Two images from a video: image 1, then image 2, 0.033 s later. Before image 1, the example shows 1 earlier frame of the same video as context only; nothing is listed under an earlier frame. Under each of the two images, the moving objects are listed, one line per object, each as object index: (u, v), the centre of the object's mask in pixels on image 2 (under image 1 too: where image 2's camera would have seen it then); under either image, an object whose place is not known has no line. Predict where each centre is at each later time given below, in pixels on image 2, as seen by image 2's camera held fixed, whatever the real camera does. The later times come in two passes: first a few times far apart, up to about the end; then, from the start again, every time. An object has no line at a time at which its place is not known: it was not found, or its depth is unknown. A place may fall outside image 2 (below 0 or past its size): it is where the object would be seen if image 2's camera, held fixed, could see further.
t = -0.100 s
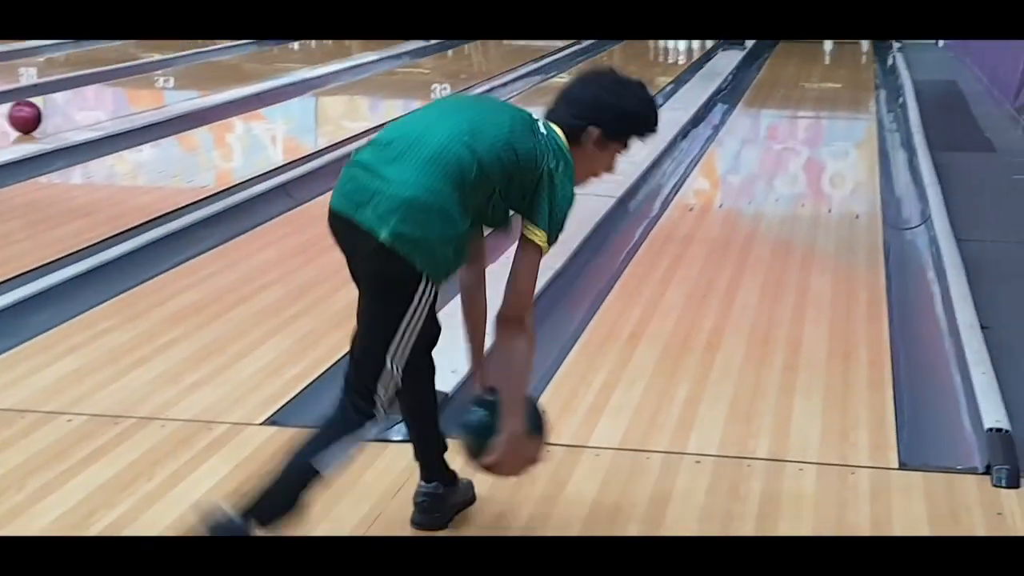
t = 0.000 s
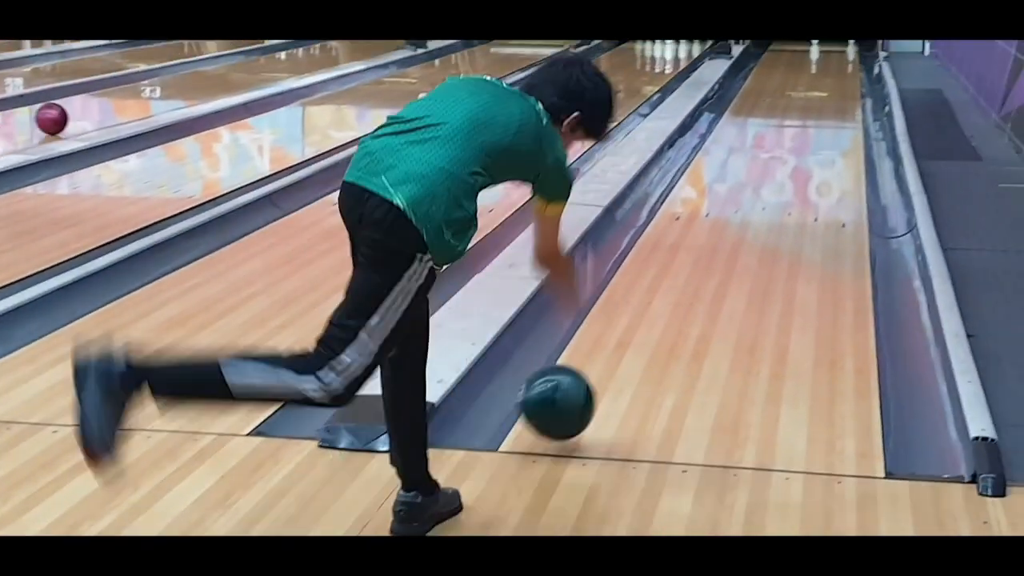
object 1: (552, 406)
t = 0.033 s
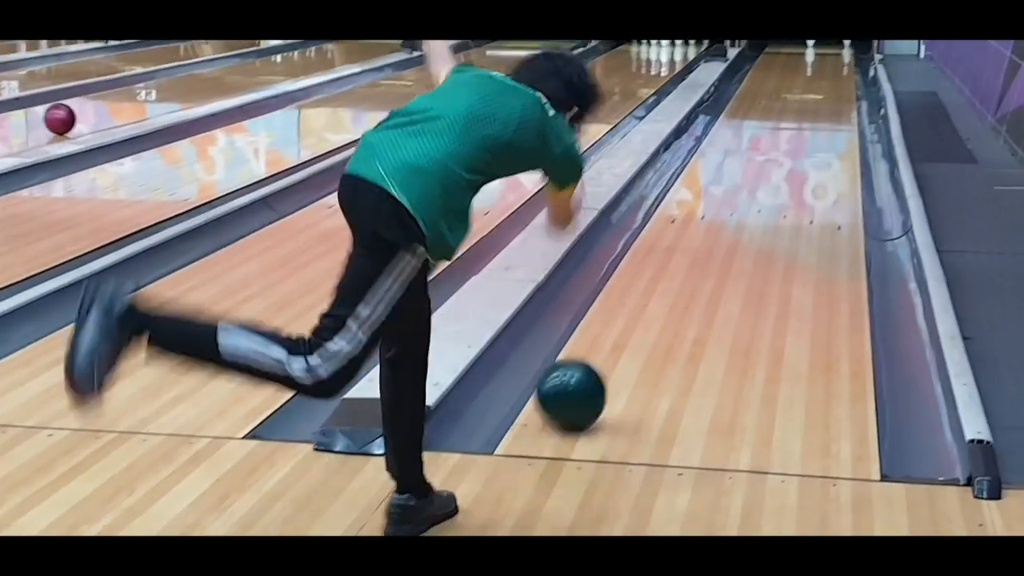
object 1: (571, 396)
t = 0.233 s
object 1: (648, 290)
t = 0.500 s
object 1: (705, 209)
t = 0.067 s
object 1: (587, 374)
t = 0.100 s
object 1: (602, 354)
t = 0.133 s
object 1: (615, 336)
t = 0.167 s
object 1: (628, 319)
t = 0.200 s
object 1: (638, 304)
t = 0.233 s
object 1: (648, 290)
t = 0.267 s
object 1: (657, 277)
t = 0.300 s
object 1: (666, 266)
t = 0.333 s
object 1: (673, 255)
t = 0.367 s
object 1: (681, 244)
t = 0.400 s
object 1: (687, 234)
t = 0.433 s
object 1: (693, 225)
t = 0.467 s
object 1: (699, 217)
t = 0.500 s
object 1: (705, 209)
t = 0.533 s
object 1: (710, 202)
